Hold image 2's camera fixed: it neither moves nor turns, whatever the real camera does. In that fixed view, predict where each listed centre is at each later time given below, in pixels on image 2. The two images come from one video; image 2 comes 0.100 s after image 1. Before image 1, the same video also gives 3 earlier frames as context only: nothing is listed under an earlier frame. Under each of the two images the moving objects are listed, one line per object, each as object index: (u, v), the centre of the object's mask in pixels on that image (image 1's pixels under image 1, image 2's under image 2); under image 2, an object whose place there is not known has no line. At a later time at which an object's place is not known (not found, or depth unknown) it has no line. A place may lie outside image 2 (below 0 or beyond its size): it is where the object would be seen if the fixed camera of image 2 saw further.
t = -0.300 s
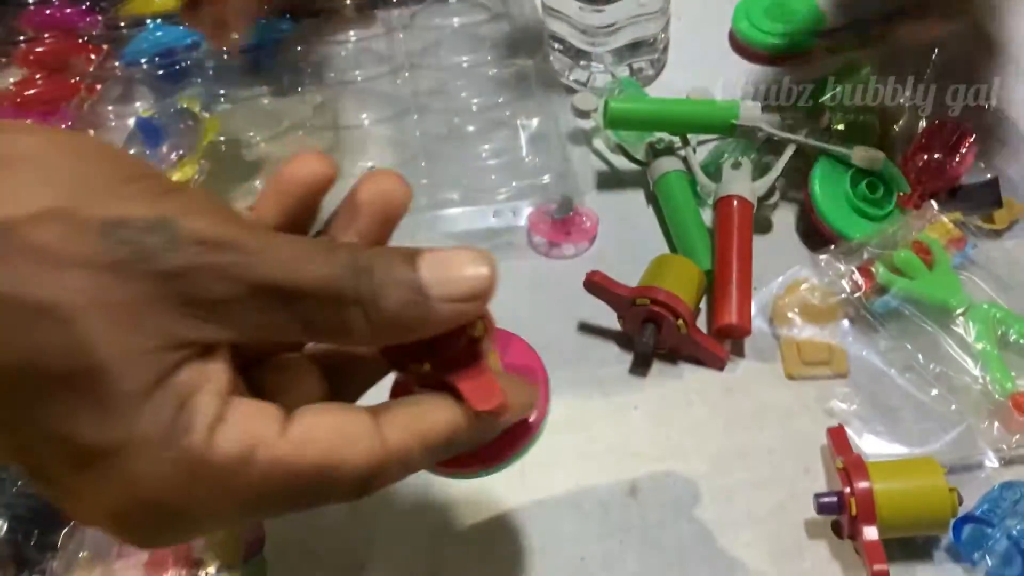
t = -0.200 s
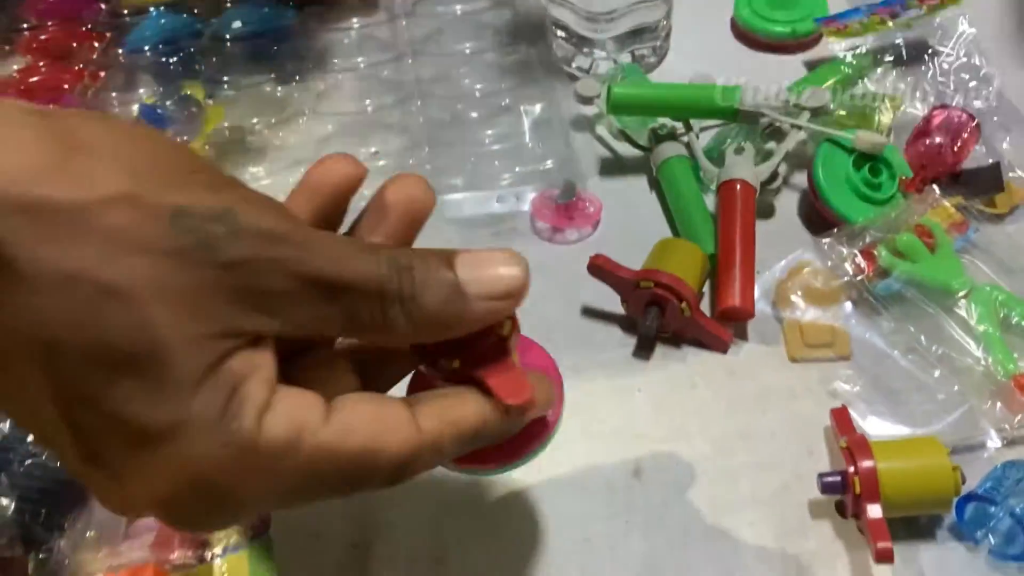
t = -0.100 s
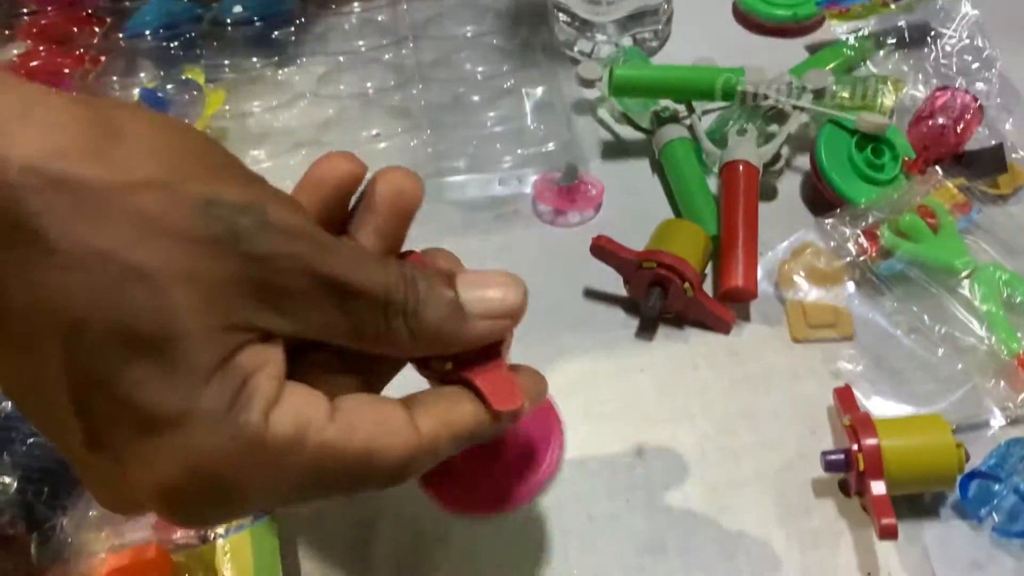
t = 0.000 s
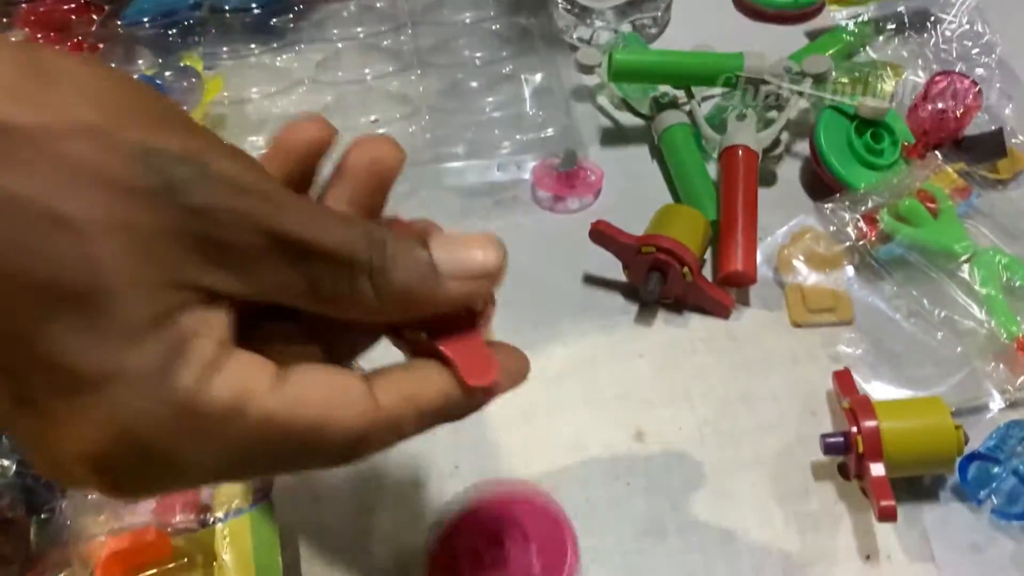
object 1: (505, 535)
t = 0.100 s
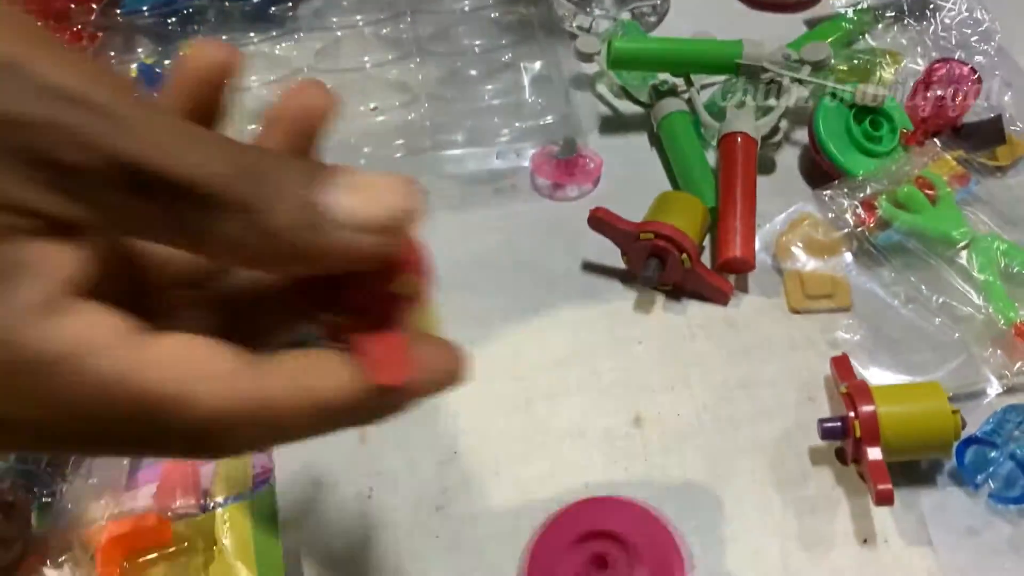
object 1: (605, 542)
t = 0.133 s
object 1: (623, 539)
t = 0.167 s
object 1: (638, 539)
